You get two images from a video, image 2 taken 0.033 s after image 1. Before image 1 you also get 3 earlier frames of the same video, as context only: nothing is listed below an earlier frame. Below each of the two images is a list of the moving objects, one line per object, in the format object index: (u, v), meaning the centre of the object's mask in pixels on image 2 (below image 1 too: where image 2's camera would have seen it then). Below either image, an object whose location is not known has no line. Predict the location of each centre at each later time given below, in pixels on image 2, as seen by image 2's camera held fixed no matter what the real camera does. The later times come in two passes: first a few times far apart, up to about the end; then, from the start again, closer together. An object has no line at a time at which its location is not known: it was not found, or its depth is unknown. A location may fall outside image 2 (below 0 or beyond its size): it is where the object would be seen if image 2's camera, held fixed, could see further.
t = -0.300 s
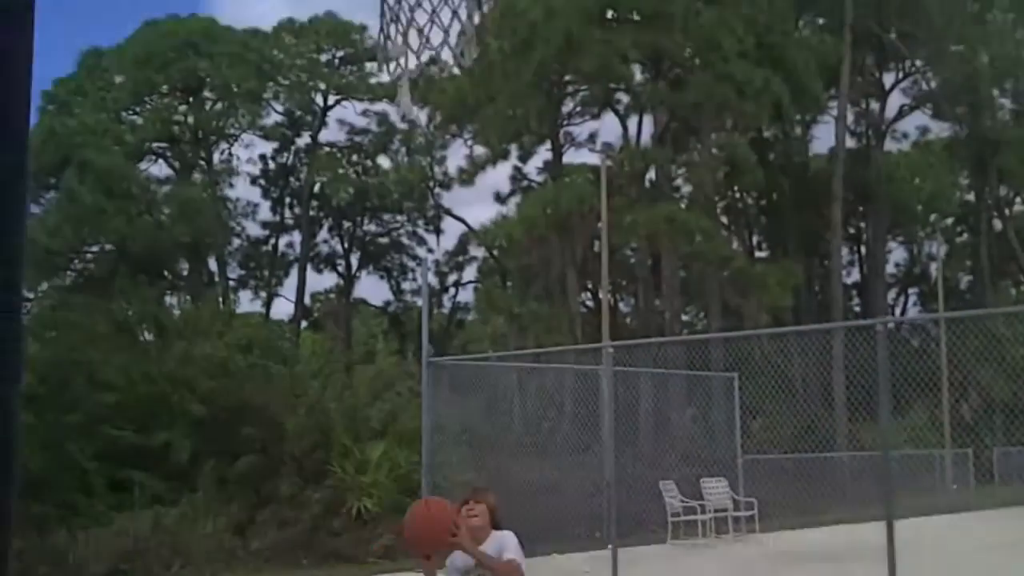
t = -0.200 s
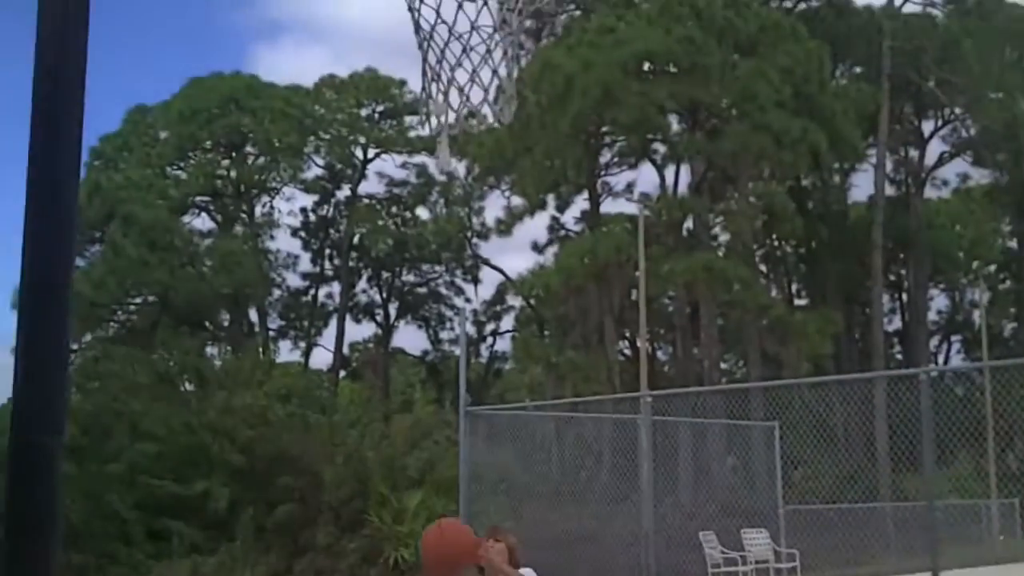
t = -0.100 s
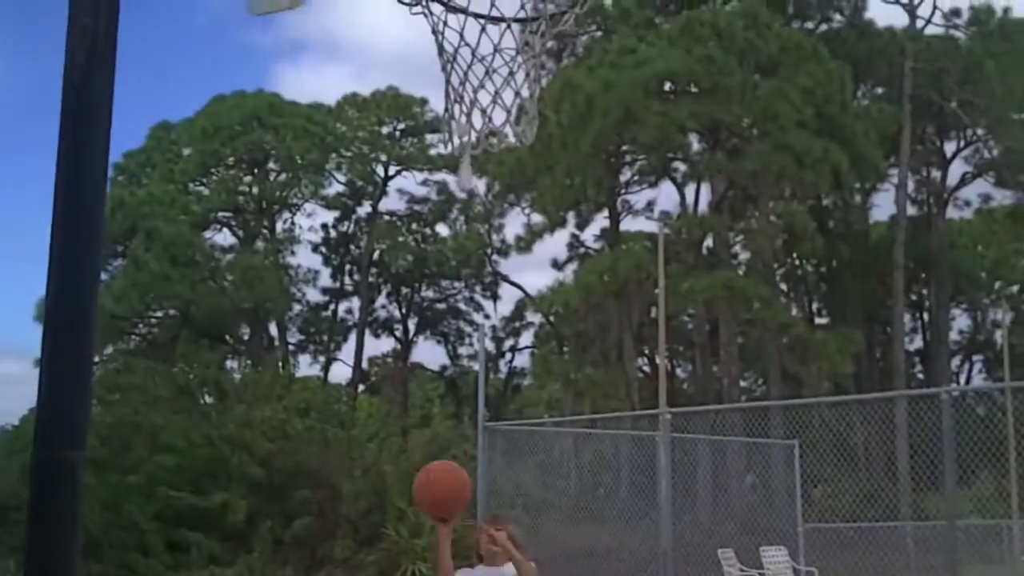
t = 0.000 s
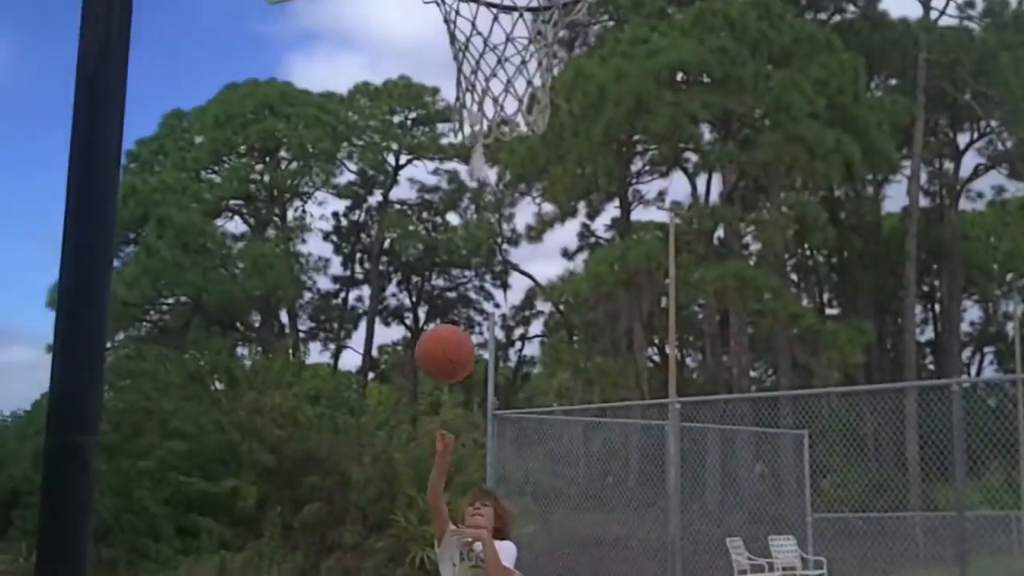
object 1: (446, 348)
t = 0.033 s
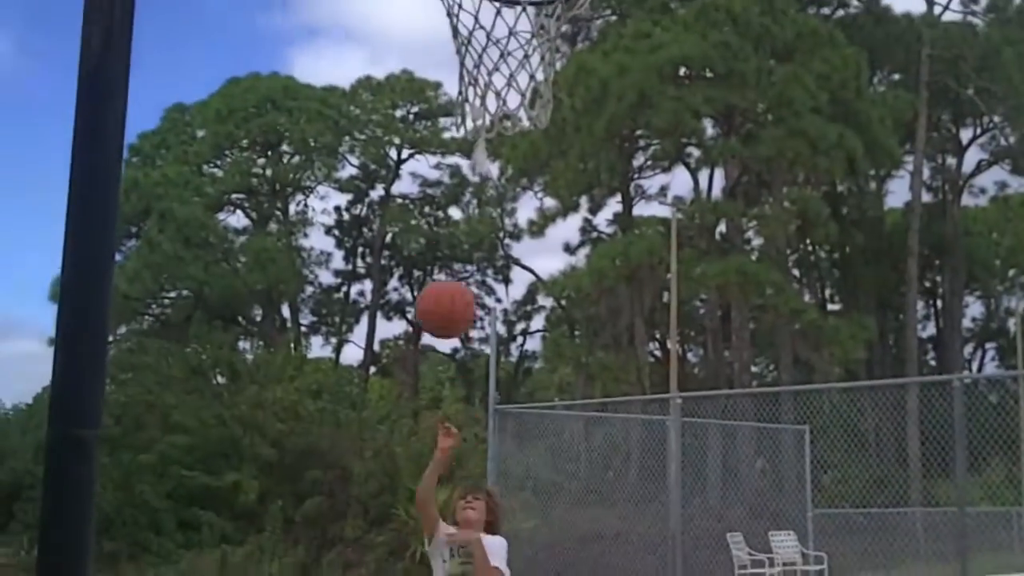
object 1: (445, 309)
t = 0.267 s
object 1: (431, 71)
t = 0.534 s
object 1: (413, -60)
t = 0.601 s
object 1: (419, -66)
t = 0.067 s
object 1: (443, 271)
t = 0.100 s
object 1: (441, 233)
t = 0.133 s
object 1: (439, 197)
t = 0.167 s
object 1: (438, 163)
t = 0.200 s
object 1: (436, 128)
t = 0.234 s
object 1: (431, 97)
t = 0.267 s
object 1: (431, 71)
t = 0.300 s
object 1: (427, 41)
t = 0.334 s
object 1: (425, 15)
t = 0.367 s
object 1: (422, -11)
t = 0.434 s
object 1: (415, -45)
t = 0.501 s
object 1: (414, -55)
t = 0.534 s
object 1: (413, -60)
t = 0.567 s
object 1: (408, -64)
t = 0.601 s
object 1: (419, -66)
